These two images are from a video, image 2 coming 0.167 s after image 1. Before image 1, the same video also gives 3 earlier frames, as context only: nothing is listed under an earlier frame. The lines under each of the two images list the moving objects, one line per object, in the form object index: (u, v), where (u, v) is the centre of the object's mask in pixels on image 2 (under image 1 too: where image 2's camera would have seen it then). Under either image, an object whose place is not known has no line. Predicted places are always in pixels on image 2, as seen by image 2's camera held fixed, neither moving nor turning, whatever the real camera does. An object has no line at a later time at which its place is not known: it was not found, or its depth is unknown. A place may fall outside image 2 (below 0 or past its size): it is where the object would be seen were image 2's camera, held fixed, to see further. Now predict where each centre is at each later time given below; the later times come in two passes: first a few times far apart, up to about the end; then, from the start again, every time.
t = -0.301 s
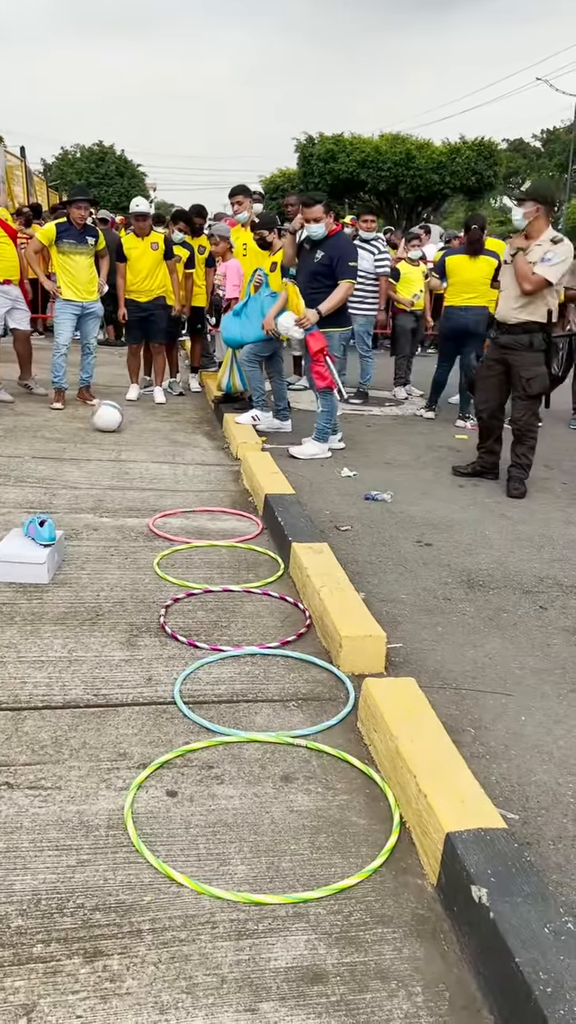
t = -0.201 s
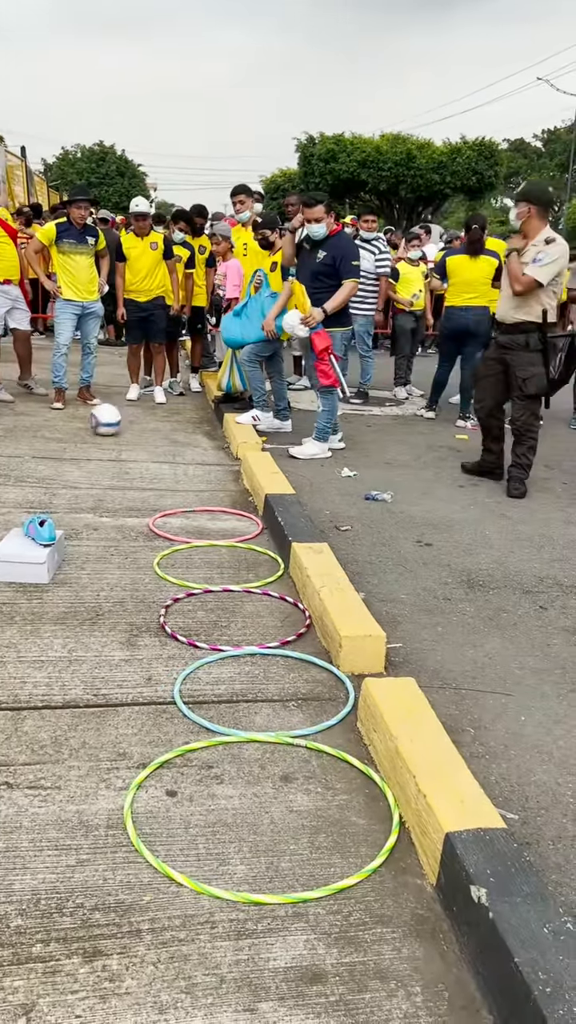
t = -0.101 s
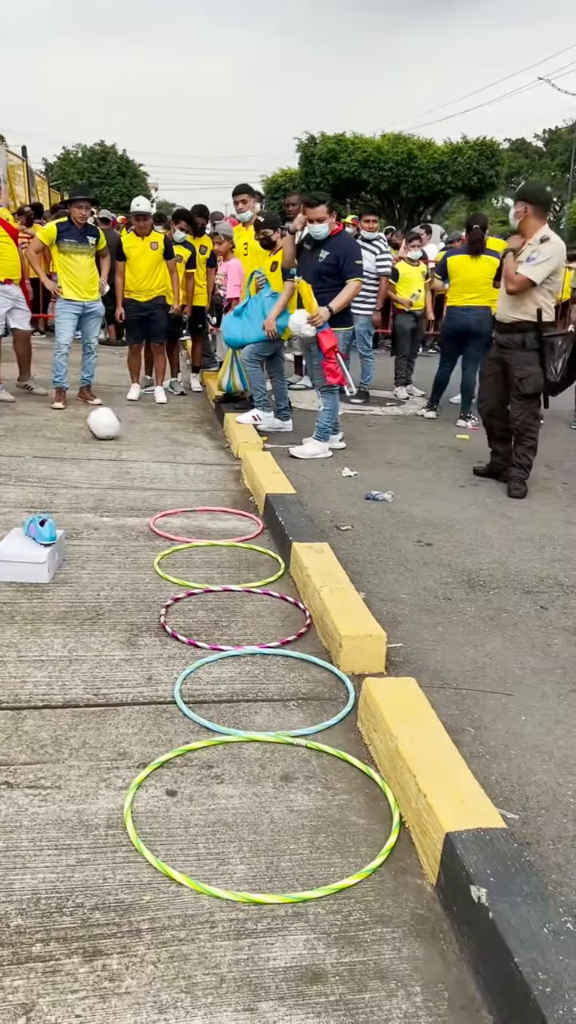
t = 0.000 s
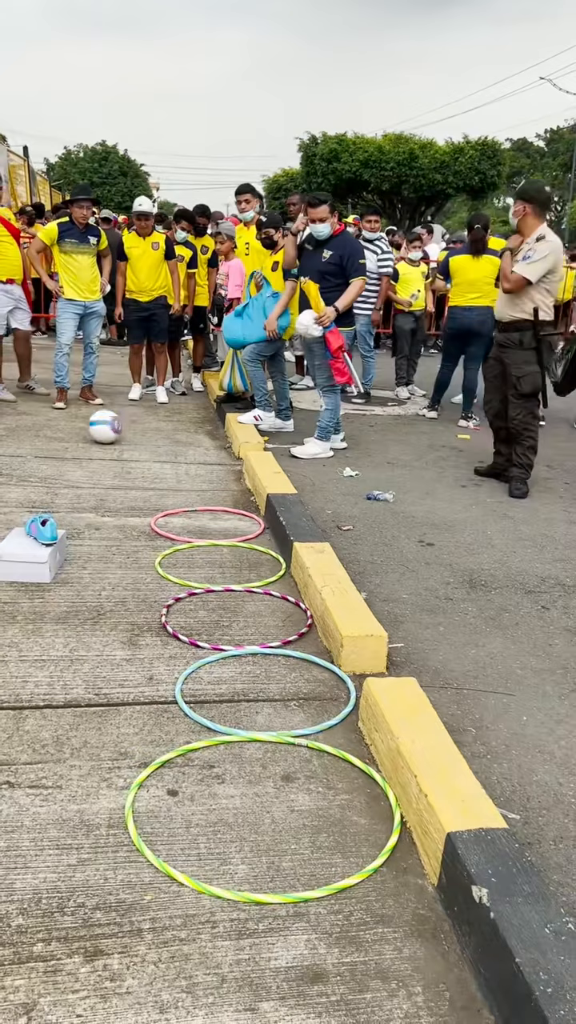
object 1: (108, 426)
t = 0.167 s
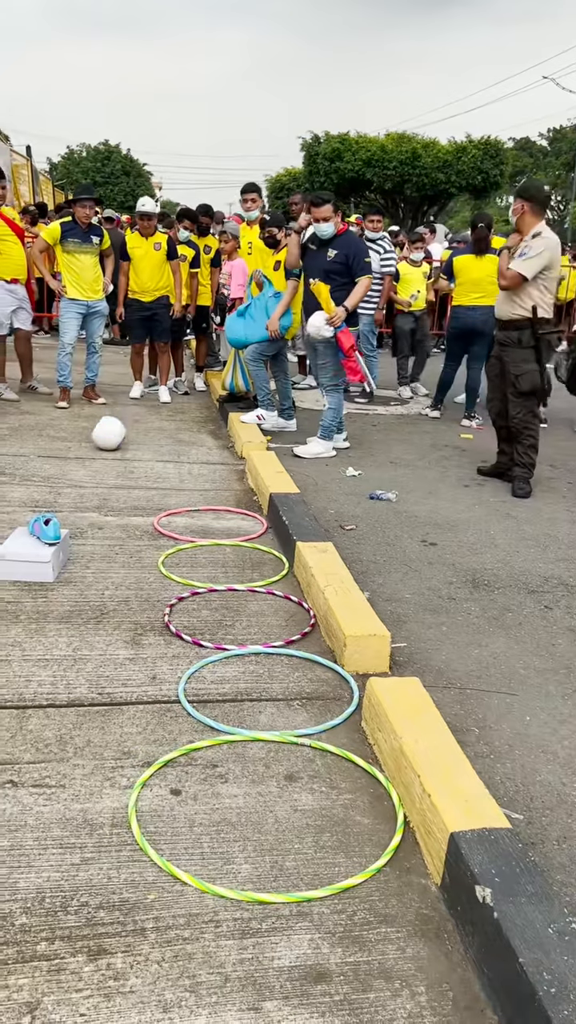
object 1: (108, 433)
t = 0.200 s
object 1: (108, 435)
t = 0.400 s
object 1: (111, 444)
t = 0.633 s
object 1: (120, 458)
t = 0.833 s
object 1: (129, 469)
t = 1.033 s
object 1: (144, 482)
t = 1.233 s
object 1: (160, 490)
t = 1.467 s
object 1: (175, 508)
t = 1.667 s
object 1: (207, 518)
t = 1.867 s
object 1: (244, 533)
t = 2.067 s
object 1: (257, 545)
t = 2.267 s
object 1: (243, 554)
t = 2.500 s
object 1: (227, 558)
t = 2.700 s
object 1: (214, 560)
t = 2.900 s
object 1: (200, 563)
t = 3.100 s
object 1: (181, 566)
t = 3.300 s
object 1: (158, 566)
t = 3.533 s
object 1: (137, 566)
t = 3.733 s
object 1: (124, 566)
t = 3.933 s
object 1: (119, 568)
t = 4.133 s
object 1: (119, 572)
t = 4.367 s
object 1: (128, 578)
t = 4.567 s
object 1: (142, 584)
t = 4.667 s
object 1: (150, 587)
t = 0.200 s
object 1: (108, 435)
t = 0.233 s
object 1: (108, 436)
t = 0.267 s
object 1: (109, 437)
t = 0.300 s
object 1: (109, 439)
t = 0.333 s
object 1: (110, 441)
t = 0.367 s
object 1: (110, 442)
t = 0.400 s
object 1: (111, 444)
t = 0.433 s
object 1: (112, 447)
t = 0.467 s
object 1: (113, 448)
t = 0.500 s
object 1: (114, 450)
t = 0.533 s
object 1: (115, 451)
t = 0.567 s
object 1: (116, 454)
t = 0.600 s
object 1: (118, 455)
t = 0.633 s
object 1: (120, 458)
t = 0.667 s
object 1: (121, 460)
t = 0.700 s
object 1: (123, 462)
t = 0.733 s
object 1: (124, 463)
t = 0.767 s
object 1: (126, 465)
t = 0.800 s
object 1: (127, 466)
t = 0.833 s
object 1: (129, 469)
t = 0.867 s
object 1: (131, 471)
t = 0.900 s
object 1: (134, 472)
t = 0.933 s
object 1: (136, 475)
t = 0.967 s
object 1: (139, 478)
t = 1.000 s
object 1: (141, 480)
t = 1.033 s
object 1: (144, 482)
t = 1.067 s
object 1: (147, 484)
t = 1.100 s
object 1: (150, 487)
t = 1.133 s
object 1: (154, 490)
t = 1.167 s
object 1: (156, 490)
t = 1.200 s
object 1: (159, 492)
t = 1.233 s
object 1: (160, 490)
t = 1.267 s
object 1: (161, 489)
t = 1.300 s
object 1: (162, 489)
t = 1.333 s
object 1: (163, 492)
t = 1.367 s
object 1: (166, 498)
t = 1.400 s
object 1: (168, 505)
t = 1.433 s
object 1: (172, 505)
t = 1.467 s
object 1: (175, 508)
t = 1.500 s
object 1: (179, 512)
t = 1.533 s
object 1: (184, 513)
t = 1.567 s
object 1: (190, 513)
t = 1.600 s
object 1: (196, 515)
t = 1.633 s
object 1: (201, 517)
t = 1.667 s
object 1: (207, 518)
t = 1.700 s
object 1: (212, 521)
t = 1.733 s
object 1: (218, 524)
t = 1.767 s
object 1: (224, 528)
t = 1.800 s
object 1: (230, 527)
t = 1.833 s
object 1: (237, 529)
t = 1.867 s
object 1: (244, 533)
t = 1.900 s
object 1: (251, 535)
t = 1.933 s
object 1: (258, 536)
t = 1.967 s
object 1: (266, 539)
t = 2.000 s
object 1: (265, 541)
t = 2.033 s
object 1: (259, 544)
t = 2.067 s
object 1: (257, 545)
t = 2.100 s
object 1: (254, 547)
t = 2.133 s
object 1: (252, 548)
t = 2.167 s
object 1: (250, 550)
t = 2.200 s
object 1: (247, 551)
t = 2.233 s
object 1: (245, 553)
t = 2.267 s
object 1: (243, 554)
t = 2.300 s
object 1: (241, 556)
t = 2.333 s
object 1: (239, 557)
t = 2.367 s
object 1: (236, 558)
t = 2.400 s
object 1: (234, 558)
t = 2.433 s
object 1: (232, 558)
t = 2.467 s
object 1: (230, 558)
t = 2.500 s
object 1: (227, 558)
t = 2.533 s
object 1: (225, 559)
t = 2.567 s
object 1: (223, 559)
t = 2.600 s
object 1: (221, 559)
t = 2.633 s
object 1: (218, 559)
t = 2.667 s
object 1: (216, 560)
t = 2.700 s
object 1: (214, 560)
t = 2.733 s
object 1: (212, 561)
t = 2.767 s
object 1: (209, 561)
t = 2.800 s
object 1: (207, 562)
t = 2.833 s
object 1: (205, 562)
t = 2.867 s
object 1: (202, 563)
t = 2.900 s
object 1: (200, 563)
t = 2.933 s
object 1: (197, 563)
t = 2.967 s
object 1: (194, 564)
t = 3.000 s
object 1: (192, 564)
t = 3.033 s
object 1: (188, 564)
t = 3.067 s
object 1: (185, 565)
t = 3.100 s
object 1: (181, 566)
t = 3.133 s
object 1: (177, 567)
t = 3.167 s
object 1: (173, 567)
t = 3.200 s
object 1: (170, 567)
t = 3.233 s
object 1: (166, 567)
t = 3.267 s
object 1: (162, 566)
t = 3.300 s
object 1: (158, 566)
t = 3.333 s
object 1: (155, 566)
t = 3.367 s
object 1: (151, 566)
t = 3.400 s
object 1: (148, 566)
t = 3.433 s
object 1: (144, 566)
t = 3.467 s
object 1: (142, 566)
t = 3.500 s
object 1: (139, 566)
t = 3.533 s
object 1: (137, 566)
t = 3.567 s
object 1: (134, 566)
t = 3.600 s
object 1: (132, 566)
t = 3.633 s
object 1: (129, 566)
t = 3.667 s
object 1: (127, 566)
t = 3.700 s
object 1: (126, 566)
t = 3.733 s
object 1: (124, 566)
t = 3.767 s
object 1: (123, 566)
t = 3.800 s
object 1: (122, 567)
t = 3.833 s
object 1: (121, 567)
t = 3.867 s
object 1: (120, 567)
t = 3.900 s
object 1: (119, 568)
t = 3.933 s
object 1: (119, 568)
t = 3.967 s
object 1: (118, 569)
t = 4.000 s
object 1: (118, 569)
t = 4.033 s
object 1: (118, 570)
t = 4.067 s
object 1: (118, 571)
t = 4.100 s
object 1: (118, 571)
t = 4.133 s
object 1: (119, 572)
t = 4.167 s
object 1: (119, 573)
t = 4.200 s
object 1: (120, 574)
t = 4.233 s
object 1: (121, 575)
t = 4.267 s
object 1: (123, 576)
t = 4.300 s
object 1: (124, 576)
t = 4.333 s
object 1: (126, 577)
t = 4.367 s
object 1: (128, 578)
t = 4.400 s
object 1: (130, 580)
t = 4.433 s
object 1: (132, 581)
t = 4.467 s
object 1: (134, 581)
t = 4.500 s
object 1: (136, 582)
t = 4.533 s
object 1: (139, 584)
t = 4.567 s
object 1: (142, 584)
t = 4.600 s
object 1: (144, 585)
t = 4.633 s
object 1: (147, 586)
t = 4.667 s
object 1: (150, 587)
